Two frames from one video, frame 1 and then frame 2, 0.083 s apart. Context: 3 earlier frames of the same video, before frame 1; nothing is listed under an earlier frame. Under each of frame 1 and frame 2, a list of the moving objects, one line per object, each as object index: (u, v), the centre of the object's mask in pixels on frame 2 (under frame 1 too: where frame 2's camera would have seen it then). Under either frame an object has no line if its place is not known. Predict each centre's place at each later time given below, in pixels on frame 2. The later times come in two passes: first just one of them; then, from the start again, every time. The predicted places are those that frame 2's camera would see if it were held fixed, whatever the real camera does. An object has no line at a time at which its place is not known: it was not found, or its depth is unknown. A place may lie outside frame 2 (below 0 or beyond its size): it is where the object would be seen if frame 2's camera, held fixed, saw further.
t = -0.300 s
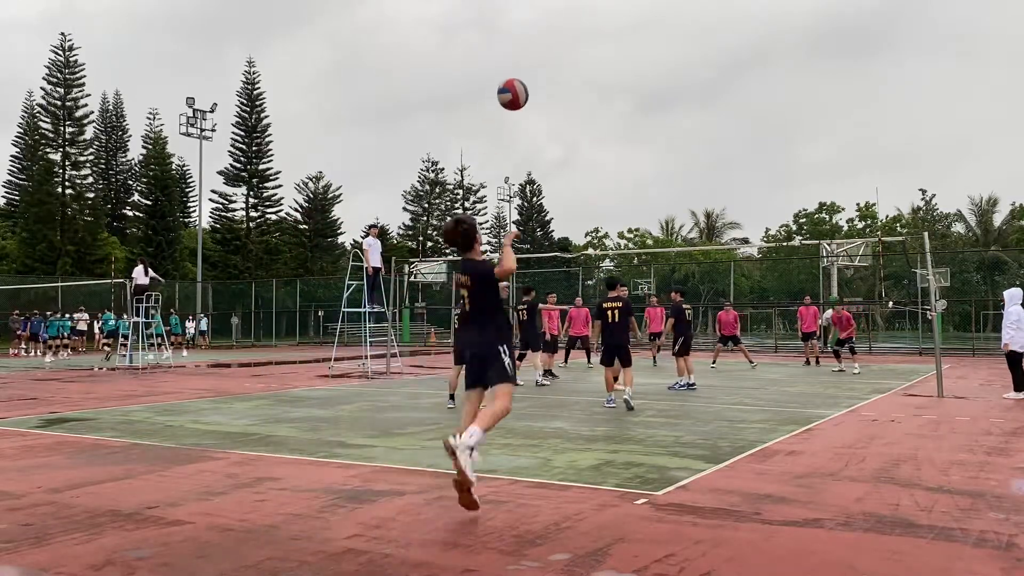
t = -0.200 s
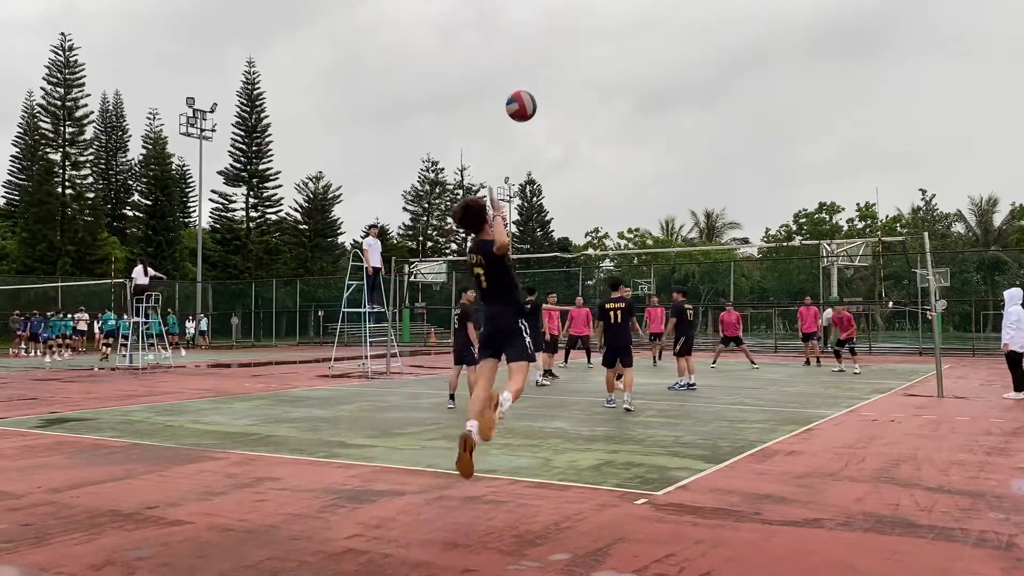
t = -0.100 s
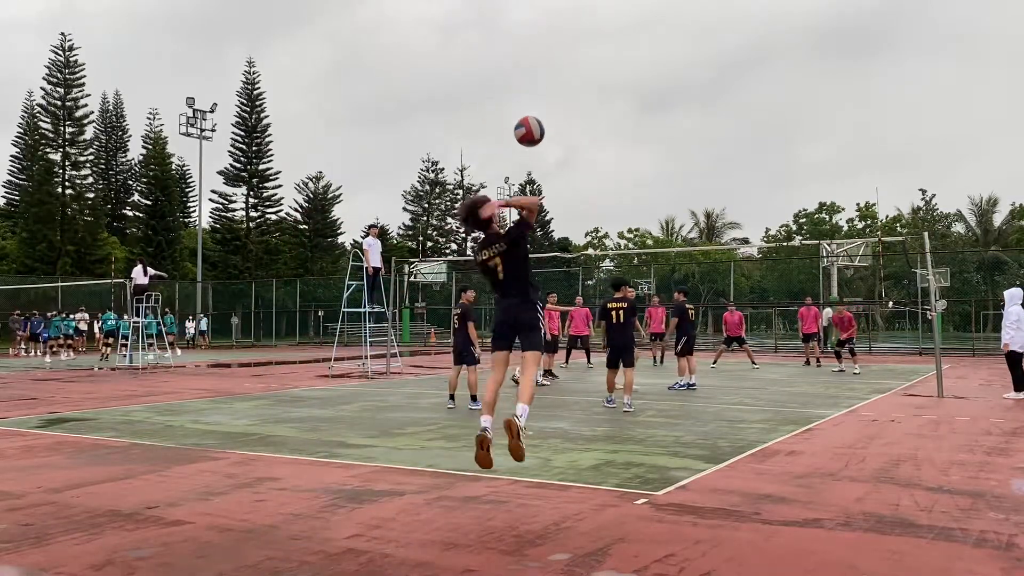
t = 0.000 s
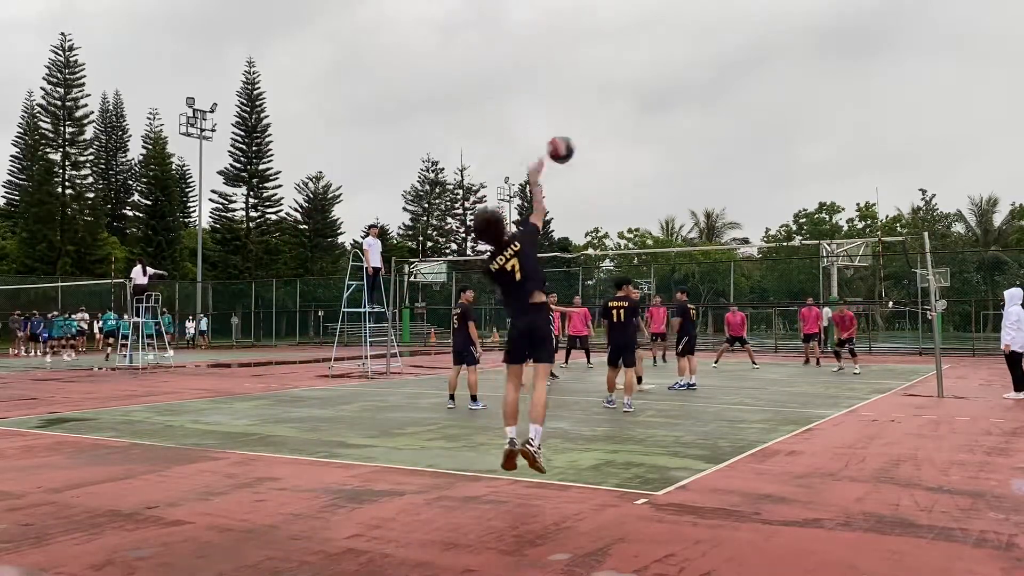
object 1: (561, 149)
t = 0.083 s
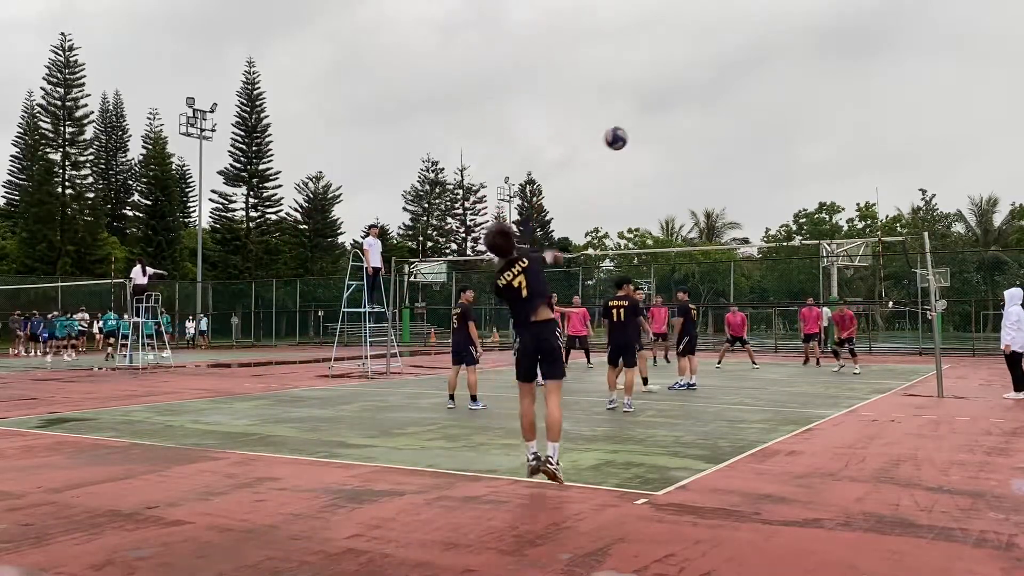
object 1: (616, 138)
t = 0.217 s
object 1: (672, 140)
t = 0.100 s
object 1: (625, 137)
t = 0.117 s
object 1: (633, 137)
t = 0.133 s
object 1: (640, 137)
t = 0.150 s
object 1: (647, 137)
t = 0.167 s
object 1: (654, 137)
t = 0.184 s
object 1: (660, 138)
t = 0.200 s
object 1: (666, 138)
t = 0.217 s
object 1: (672, 140)
